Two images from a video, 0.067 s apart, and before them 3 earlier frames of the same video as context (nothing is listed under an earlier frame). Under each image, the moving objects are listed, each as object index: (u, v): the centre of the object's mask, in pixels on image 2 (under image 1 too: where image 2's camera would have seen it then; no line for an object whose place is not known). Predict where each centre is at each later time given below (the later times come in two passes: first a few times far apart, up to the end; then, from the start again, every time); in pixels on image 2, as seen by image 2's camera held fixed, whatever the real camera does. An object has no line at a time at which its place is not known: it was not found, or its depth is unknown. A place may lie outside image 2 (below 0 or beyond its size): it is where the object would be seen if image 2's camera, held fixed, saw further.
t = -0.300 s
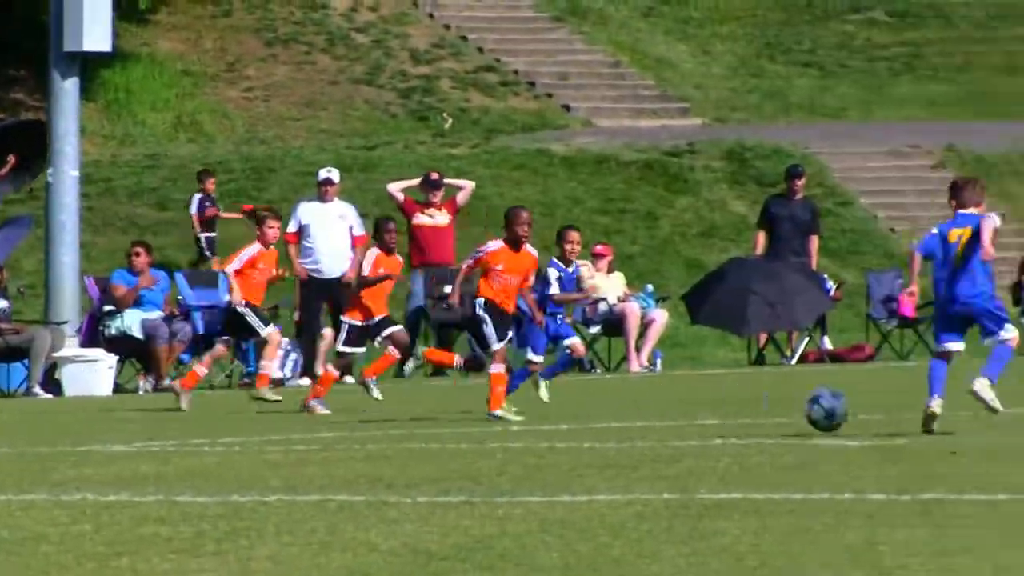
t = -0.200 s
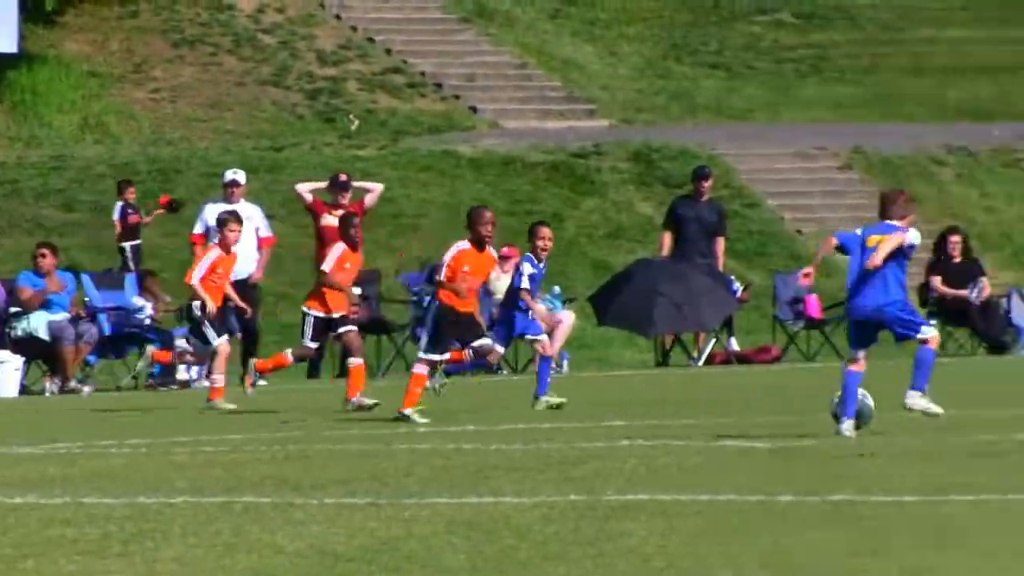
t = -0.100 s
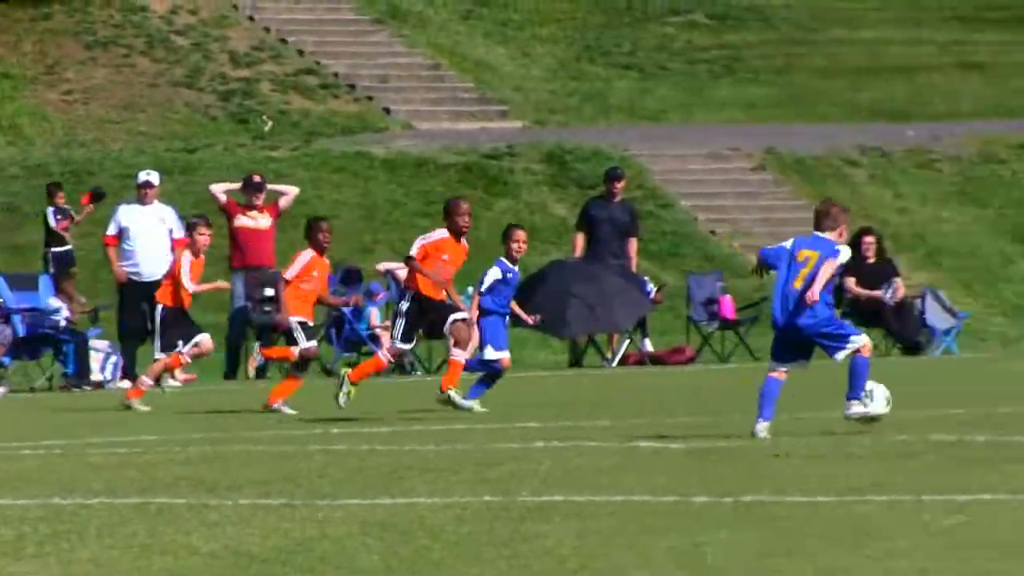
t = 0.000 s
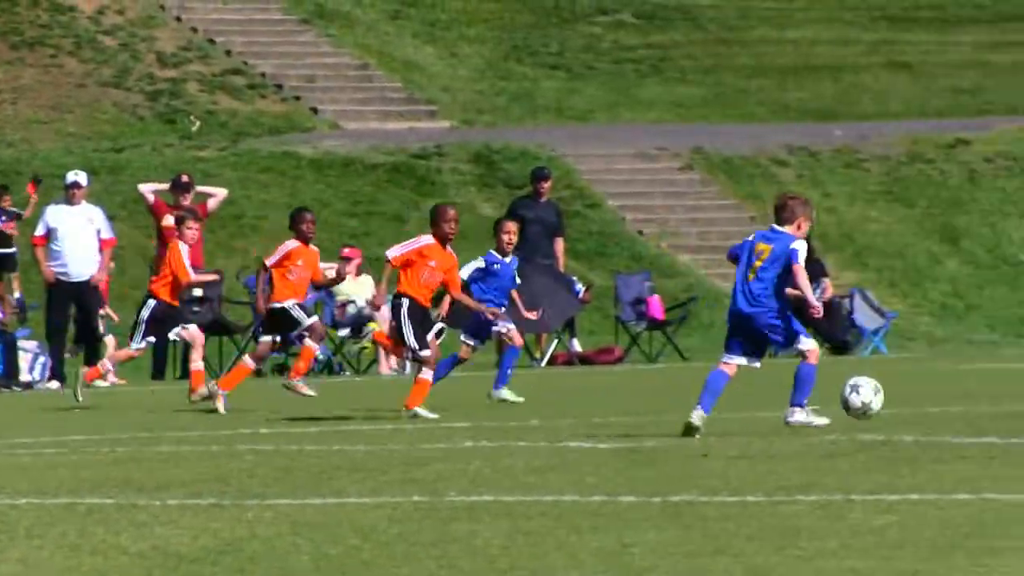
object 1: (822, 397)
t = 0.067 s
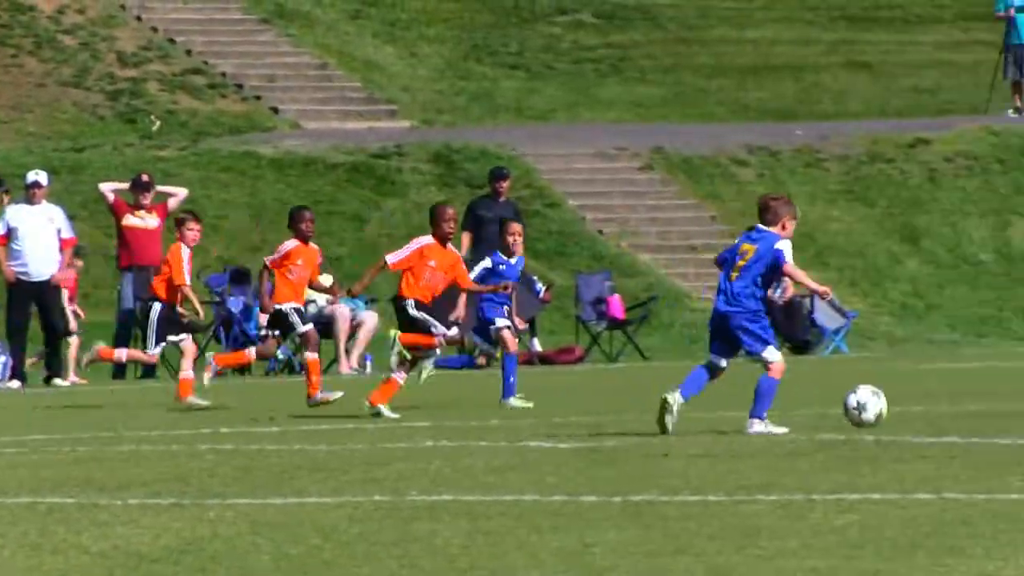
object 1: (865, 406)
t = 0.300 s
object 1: (1030, 403)
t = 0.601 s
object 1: (1243, 395)
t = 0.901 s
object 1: (1454, 396)
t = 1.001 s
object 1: (1523, 397)
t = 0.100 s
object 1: (887, 406)
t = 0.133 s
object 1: (911, 400)
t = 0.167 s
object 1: (935, 397)
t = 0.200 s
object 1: (959, 395)
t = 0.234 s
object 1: (982, 397)
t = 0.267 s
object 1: (1006, 400)
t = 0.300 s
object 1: (1030, 403)
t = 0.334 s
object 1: (1054, 399)
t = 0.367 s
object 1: (1078, 394)
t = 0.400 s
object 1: (1101, 391)
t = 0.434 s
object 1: (1125, 391)
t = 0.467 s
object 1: (1148, 393)
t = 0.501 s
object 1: (1172, 397)
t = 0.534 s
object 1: (1197, 398)
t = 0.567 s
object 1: (1220, 395)
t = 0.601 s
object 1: (1243, 395)
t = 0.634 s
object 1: (1266, 395)
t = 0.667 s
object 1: (1290, 398)
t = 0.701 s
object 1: (1314, 396)
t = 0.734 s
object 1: (1337, 395)
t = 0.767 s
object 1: (1360, 394)
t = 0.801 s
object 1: (1383, 396)
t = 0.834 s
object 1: (1406, 398)
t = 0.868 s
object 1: (1430, 399)
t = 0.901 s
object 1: (1454, 396)
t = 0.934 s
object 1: (1476, 394)
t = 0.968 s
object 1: (1500, 395)
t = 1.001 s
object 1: (1523, 397)
